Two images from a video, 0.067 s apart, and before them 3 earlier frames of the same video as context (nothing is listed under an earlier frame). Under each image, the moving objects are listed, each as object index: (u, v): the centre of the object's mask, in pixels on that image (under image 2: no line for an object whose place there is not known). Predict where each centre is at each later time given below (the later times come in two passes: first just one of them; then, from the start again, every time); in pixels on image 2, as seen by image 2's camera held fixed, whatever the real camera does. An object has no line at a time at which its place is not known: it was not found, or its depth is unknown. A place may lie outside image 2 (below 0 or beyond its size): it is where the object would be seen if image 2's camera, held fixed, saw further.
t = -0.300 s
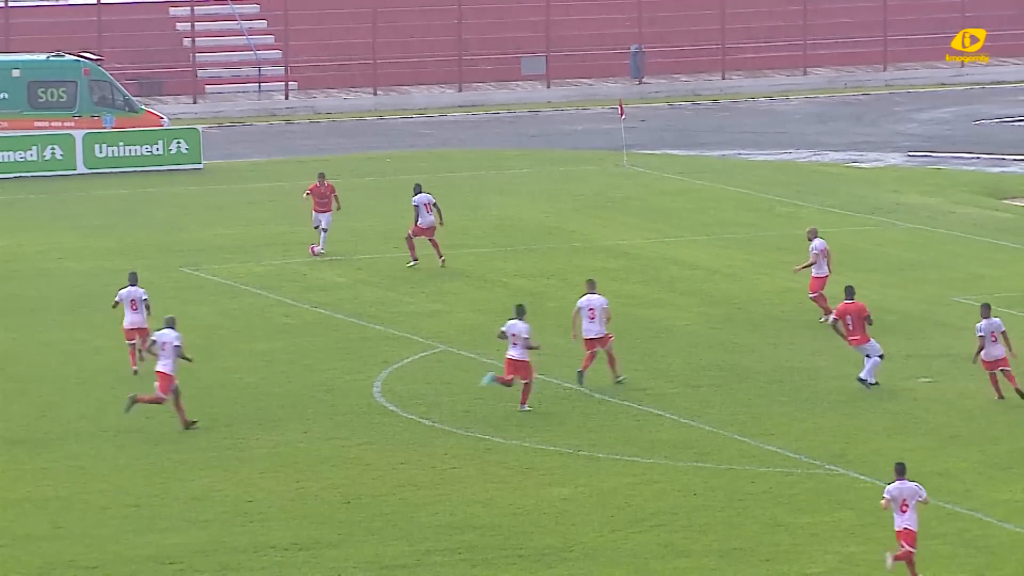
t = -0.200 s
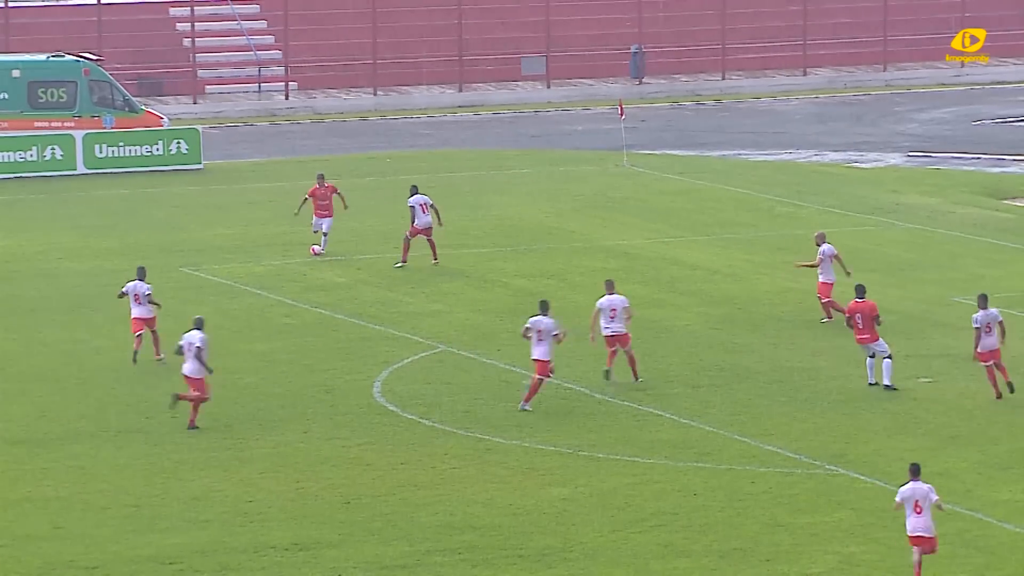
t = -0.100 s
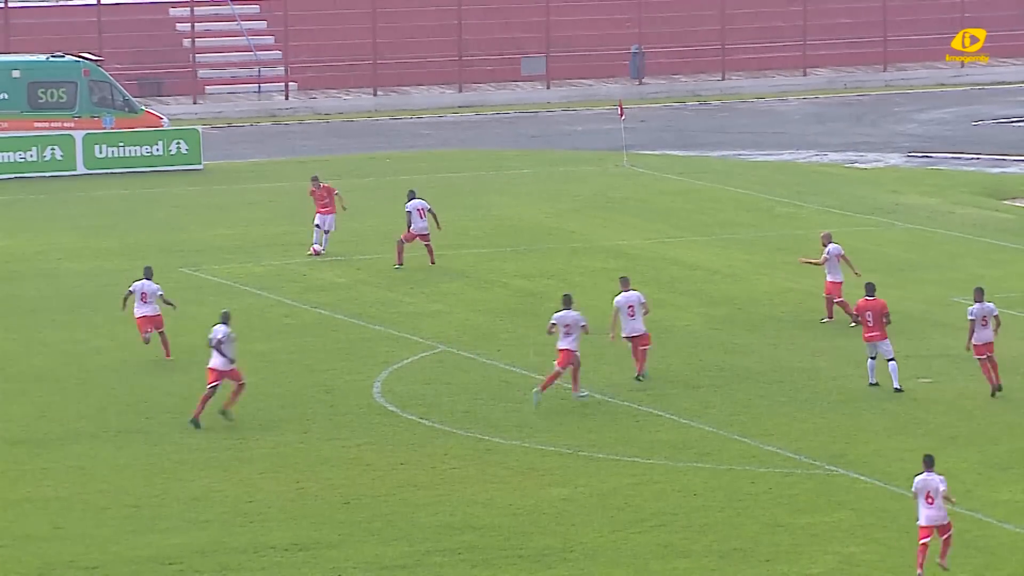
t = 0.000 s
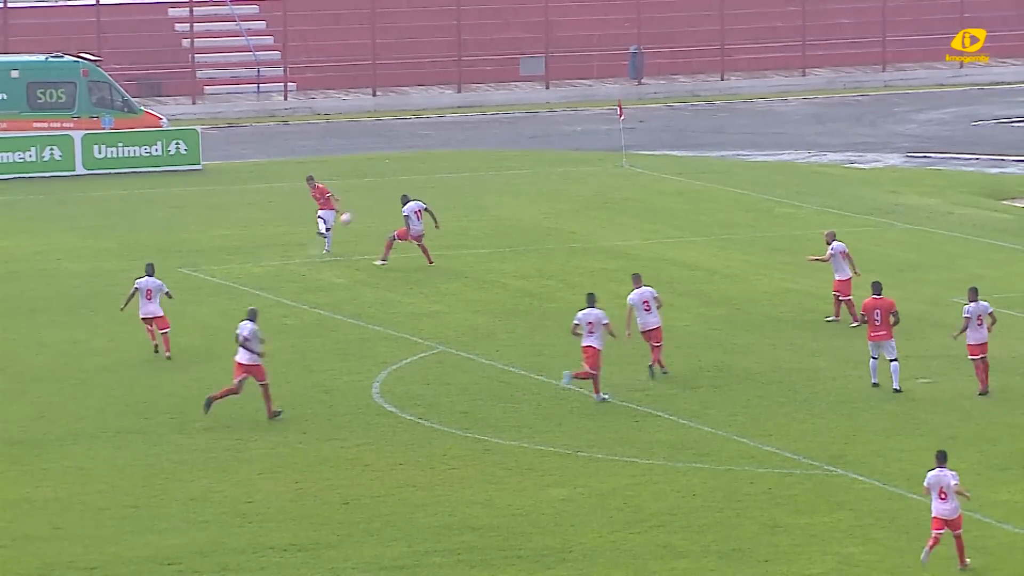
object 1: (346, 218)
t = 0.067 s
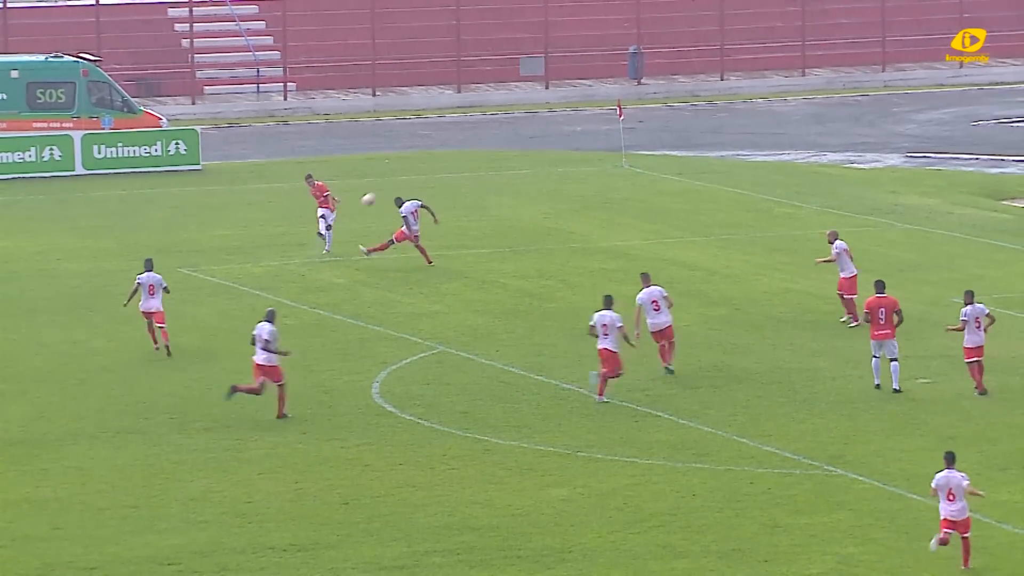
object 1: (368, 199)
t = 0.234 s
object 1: (425, 156)
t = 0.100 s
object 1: (381, 189)
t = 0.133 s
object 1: (392, 181)
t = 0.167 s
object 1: (403, 173)
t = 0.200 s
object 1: (416, 164)
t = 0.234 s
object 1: (425, 156)
